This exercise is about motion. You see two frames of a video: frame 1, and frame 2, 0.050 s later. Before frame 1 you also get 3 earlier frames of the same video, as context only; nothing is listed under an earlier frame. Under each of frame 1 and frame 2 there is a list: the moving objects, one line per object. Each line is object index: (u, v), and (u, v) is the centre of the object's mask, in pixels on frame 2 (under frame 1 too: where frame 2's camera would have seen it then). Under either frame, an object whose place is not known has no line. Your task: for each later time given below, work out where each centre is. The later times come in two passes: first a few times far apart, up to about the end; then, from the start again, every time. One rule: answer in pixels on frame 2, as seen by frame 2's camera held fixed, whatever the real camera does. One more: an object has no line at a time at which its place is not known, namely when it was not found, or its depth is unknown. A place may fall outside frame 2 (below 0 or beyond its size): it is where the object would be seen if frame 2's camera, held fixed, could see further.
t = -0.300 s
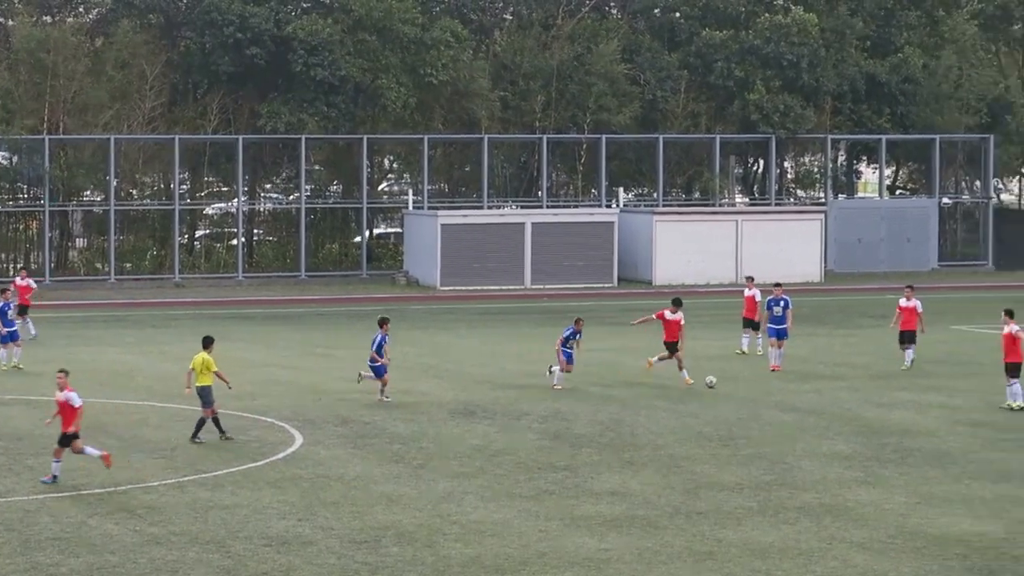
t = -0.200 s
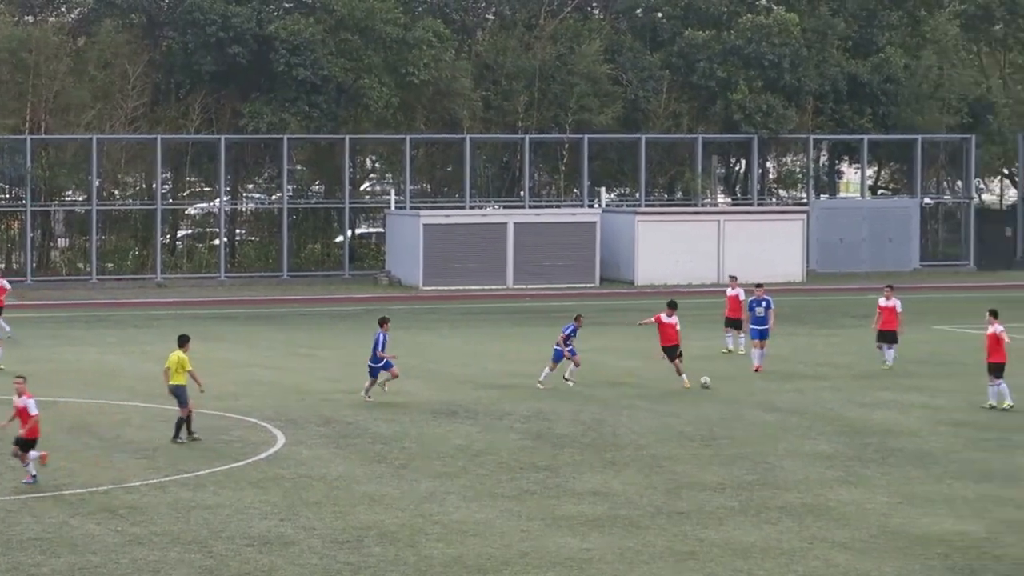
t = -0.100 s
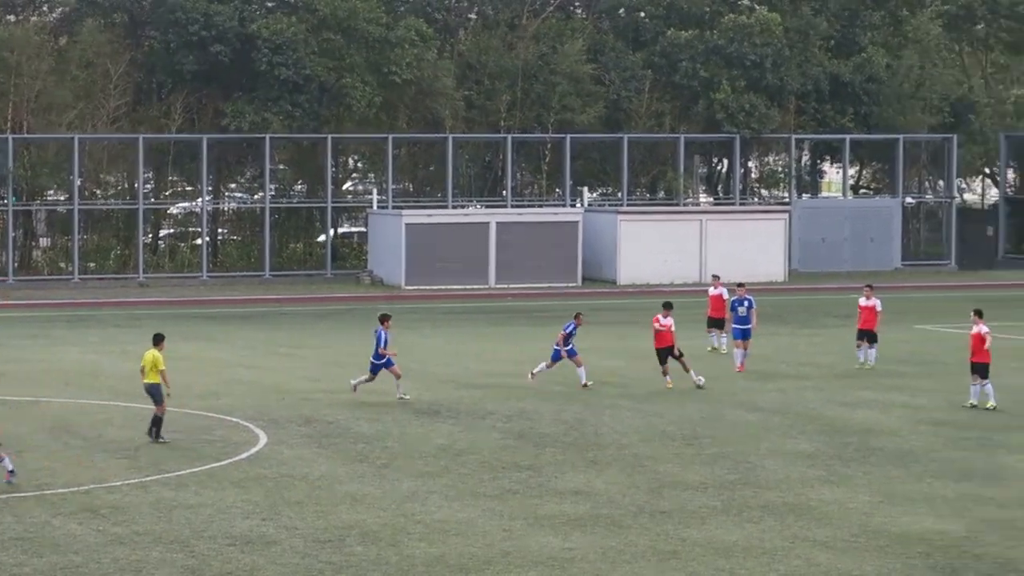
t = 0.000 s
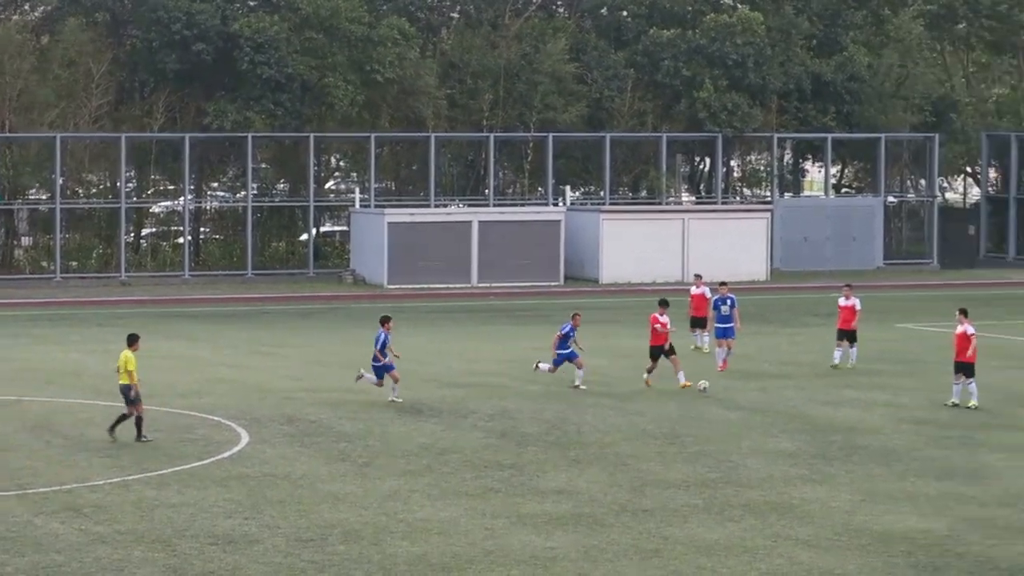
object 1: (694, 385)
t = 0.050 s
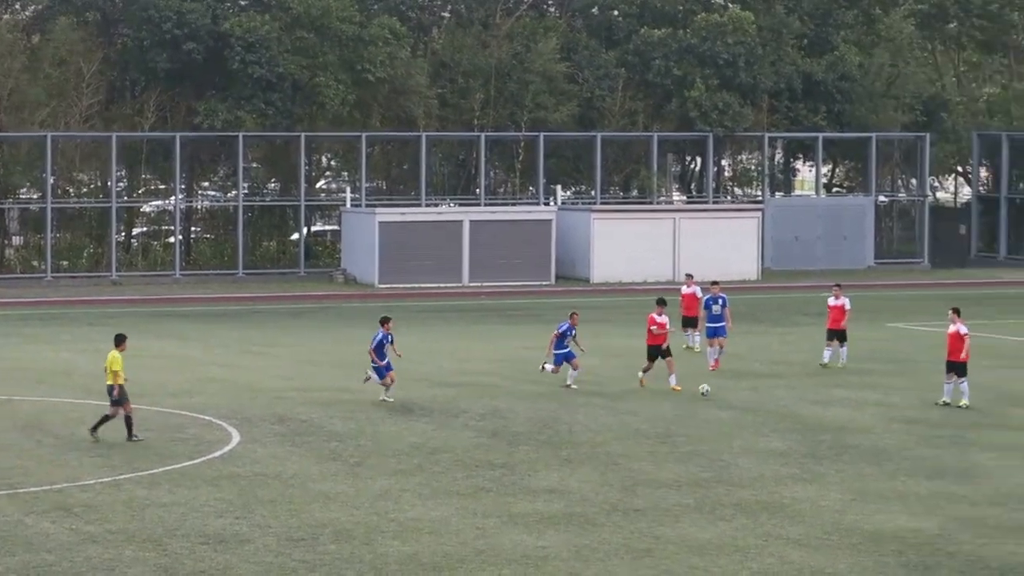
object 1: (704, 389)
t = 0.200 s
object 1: (734, 409)
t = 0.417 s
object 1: (770, 436)
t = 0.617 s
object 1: (797, 458)
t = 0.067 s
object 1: (708, 391)
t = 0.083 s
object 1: (712, 394)
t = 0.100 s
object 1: (715, 396)
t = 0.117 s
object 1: (718, 398)
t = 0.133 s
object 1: (722, 402)
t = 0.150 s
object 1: (725, 404)
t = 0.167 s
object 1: (728, 406)
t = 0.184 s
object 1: (732, 408)
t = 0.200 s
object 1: (734, 409)
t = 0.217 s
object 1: (737, 410)
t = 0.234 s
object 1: (740, 412)
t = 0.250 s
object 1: (742, 415)
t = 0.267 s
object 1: (746, 417)
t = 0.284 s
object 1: (749, 420)
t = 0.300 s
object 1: (751, 422)
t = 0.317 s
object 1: (754, 424)
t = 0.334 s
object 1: (756, 425)
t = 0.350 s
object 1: (758, 427)
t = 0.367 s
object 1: (761, 429)
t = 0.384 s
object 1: (764, 431)
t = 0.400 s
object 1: (768, 434)
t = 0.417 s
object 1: (770, 436)
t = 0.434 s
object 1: (772, 438)
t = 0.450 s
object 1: (774, 440)
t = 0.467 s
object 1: (777, 441)
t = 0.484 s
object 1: (778, 443)
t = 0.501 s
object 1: (782, 445)
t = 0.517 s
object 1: (784, 448)
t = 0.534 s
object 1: (787, 449)
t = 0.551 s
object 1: (788, 450)
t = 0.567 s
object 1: (790, 452)
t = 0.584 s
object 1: (793, 453)
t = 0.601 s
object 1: (795, 456)
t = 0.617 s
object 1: (797, 458)
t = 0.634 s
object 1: (800, 460)
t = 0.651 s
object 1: (801, 462)
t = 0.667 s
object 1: (803, 463)
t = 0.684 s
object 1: (805, 465)
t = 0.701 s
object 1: (807, 466)
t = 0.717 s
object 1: (809, 469)
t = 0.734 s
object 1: (811, 471)
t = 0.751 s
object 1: (812, 473)
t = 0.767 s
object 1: (813, 474)
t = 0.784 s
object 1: (815, 474)
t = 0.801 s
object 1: (817, 475)
